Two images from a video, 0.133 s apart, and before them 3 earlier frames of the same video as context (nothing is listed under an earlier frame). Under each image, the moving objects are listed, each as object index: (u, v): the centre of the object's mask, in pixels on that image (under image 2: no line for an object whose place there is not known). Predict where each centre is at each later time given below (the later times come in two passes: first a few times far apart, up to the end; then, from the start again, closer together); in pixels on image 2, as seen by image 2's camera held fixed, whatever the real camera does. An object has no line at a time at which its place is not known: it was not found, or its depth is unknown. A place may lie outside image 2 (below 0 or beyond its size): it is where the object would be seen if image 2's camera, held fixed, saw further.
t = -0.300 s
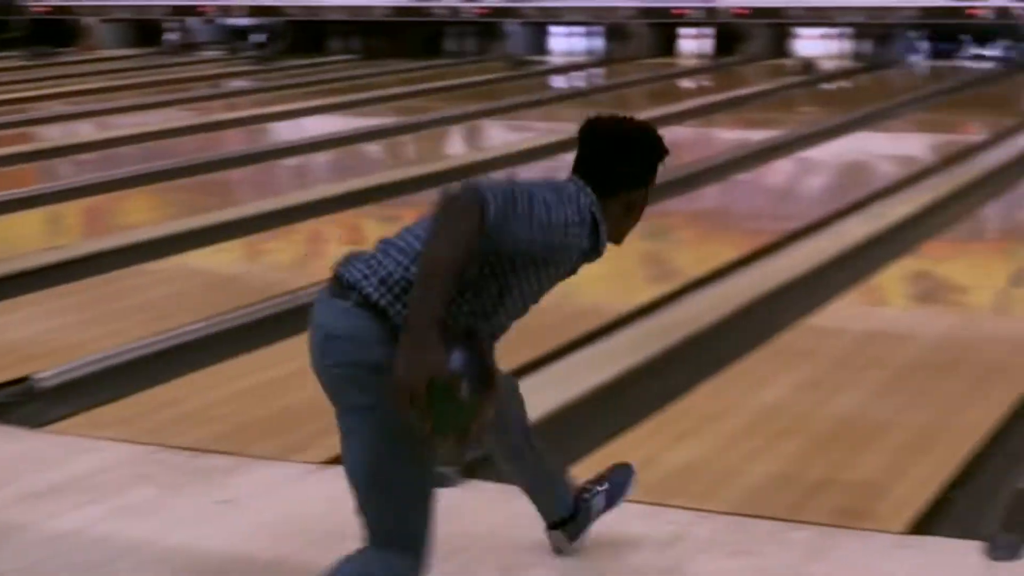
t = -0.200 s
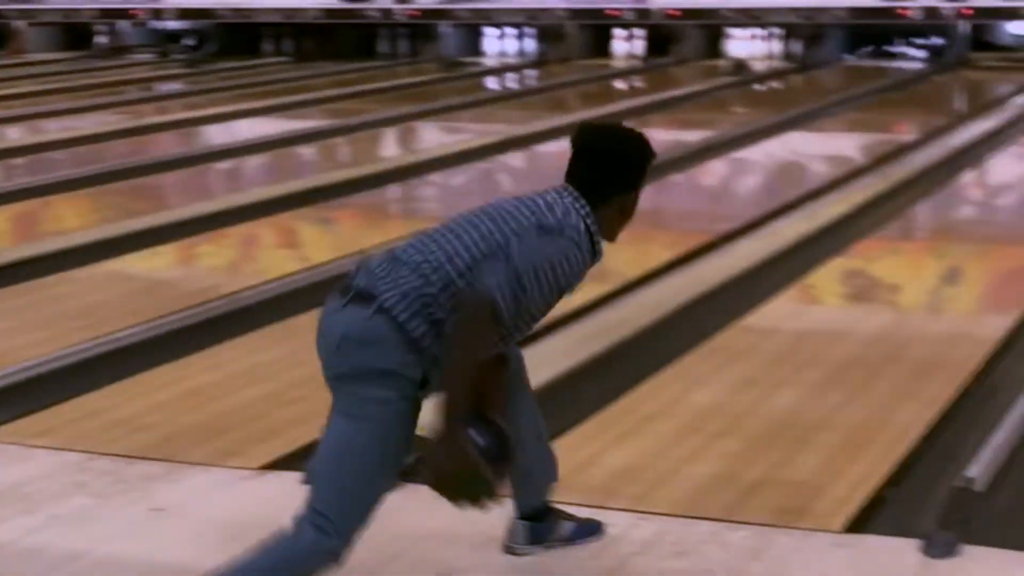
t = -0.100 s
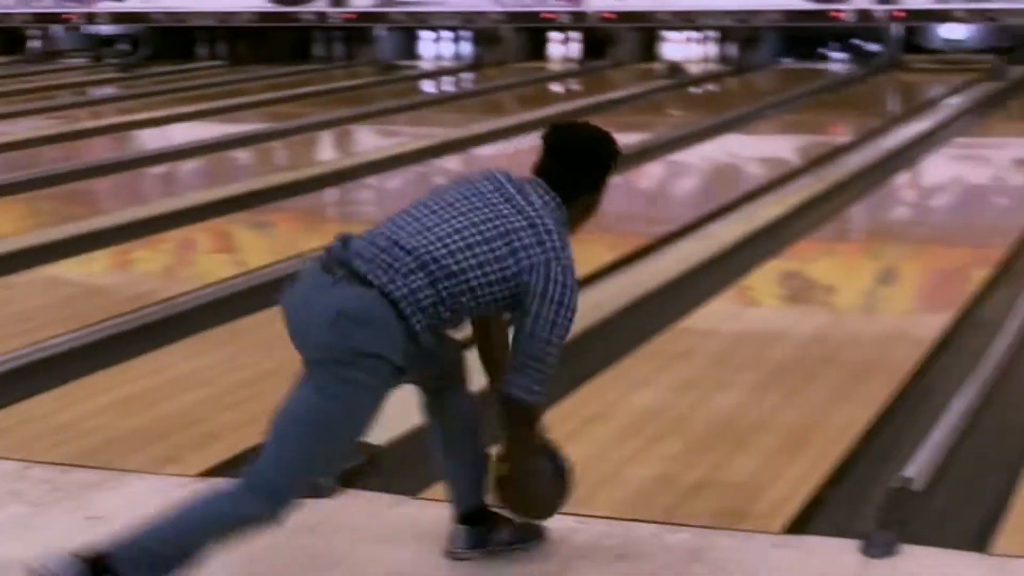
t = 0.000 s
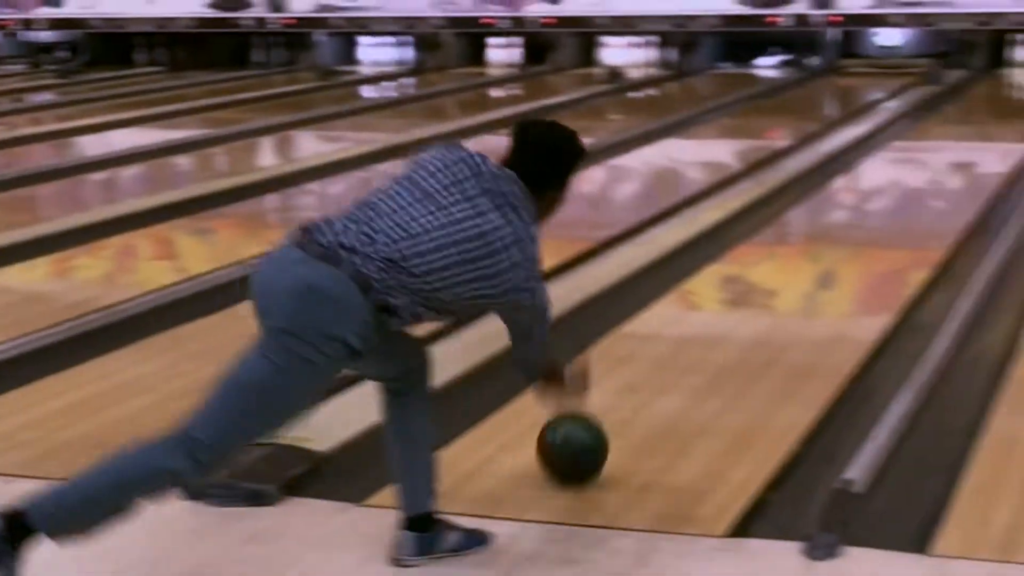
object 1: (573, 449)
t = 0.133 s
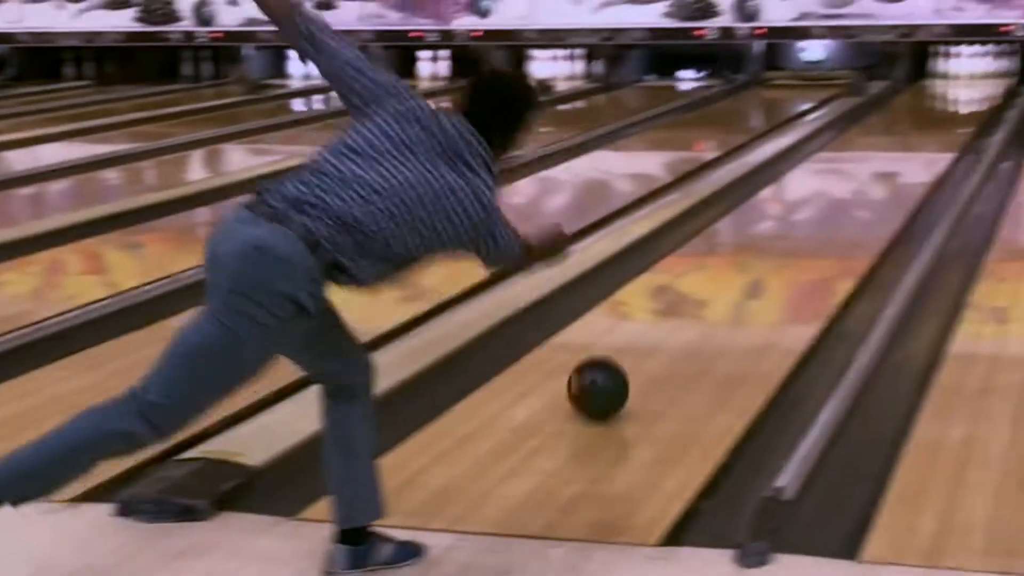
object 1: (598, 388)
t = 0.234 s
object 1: (652, 347)
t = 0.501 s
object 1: (754, 268)
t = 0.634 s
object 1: (790, 237)
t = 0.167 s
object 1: (617, 374)
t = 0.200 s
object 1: (635, 360)
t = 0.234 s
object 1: (652, 347)
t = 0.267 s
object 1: (667, 335)
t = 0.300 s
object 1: (681, 323)
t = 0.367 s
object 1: (709, 303)
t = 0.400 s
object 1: (721, 293)
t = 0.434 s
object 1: (733, 284)
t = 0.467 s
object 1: (743, 276)
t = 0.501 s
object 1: (754, 268)
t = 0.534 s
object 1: (763, 259)
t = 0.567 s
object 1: (772, 251)
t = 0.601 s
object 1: (781, 244)
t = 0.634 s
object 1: (790, 237)
